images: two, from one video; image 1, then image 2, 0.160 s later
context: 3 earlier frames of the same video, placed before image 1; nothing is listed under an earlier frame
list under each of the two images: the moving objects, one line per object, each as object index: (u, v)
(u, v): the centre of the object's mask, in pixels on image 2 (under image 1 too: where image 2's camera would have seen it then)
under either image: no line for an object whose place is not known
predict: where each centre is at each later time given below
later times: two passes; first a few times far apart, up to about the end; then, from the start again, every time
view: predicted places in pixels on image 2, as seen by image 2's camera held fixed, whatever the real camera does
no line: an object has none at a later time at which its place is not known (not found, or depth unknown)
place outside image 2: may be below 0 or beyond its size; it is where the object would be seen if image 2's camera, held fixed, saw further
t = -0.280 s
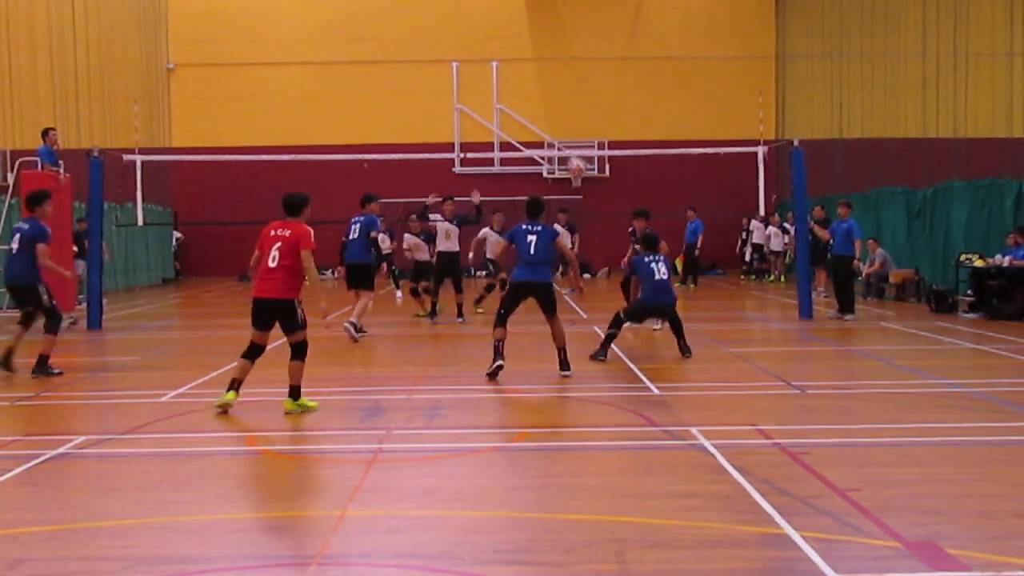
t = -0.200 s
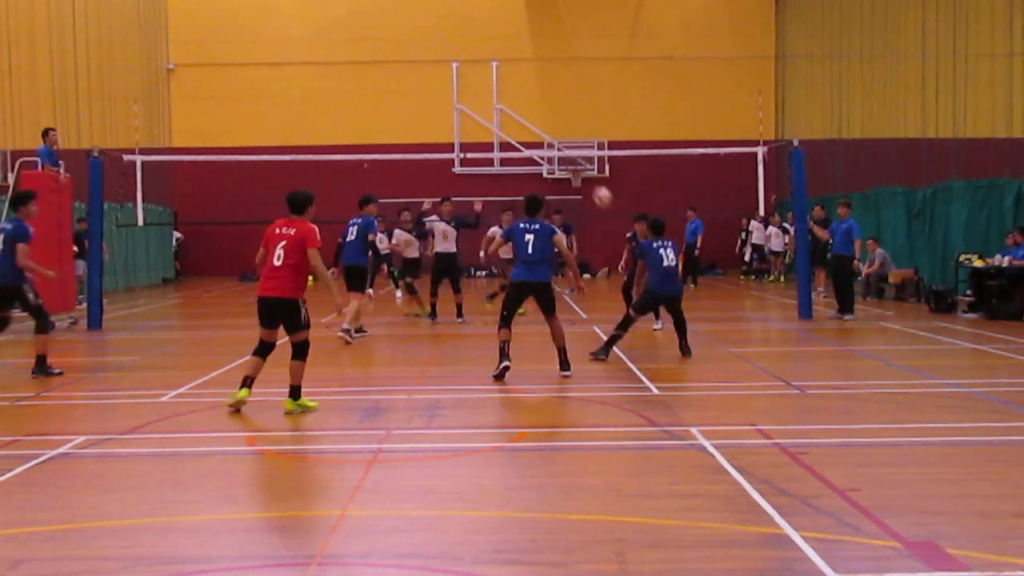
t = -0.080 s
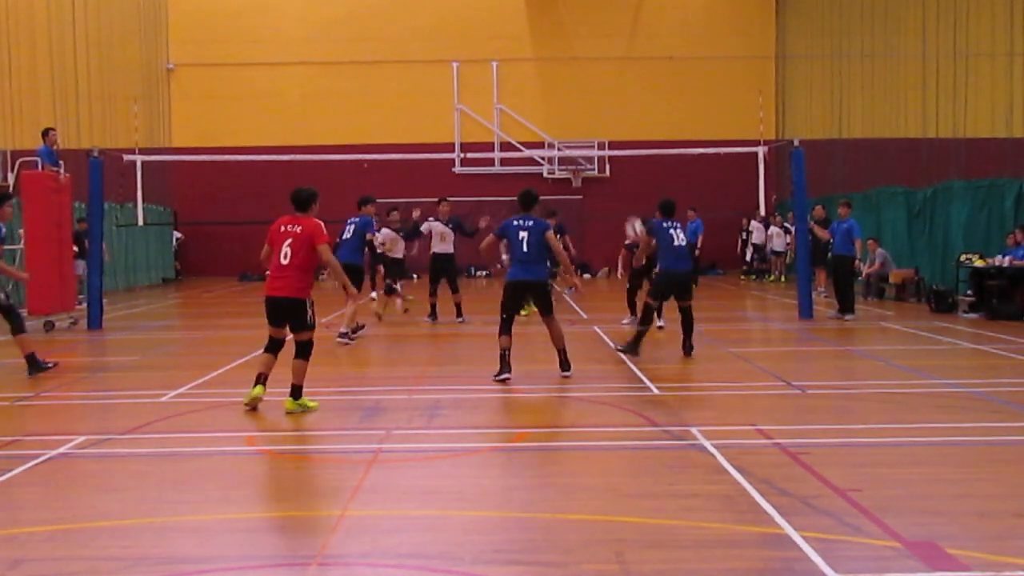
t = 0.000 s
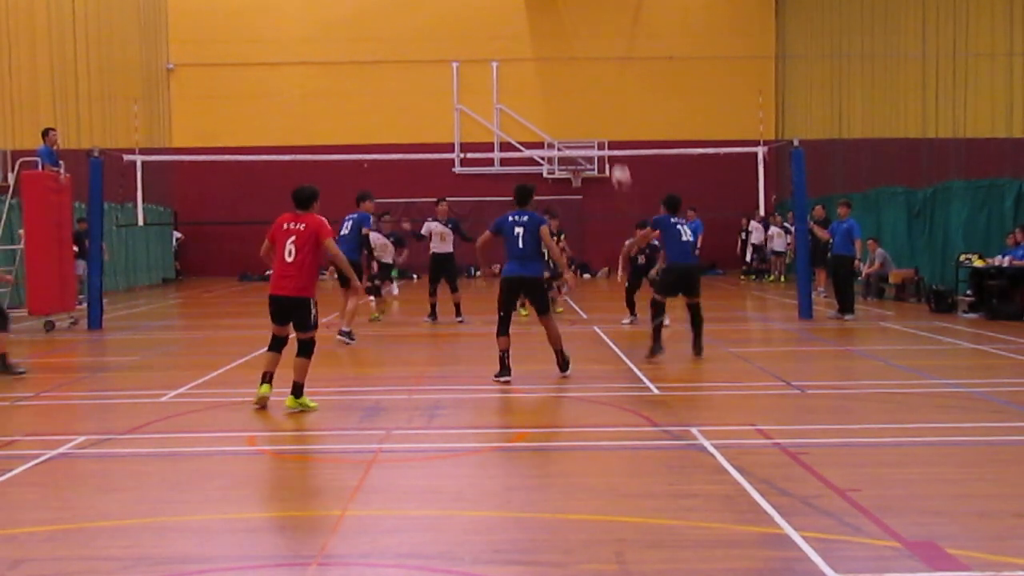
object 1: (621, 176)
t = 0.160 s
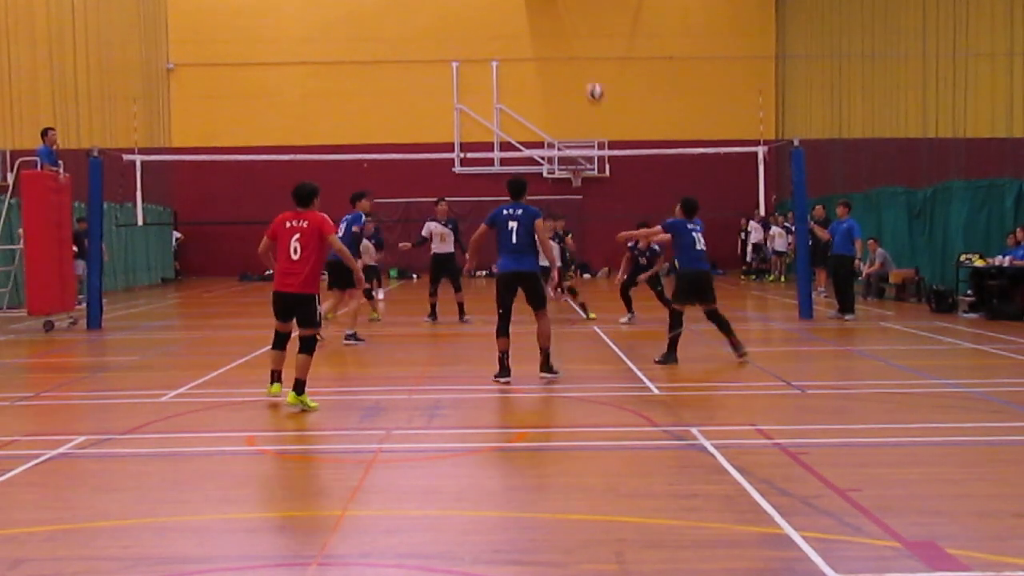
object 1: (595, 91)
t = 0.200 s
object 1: (589, 77)
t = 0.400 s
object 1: (559, 21)
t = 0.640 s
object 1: (527, 6)
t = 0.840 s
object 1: (503, 25)
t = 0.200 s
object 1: (589, 77)
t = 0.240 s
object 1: (582, 63)
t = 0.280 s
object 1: (576, 50)
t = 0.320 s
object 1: (570, 39)
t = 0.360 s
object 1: (565, 30)
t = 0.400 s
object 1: (559, 21)
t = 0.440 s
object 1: (553, 16)
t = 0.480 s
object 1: (547, 10)
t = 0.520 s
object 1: (543, 7)
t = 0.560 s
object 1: (538, 6)
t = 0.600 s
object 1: (532, 5)
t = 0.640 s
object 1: (527, 6)
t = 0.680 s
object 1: (522, 7)
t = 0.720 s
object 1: (518, 9)
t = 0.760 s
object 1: (513, 13)
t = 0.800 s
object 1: (508, 18)
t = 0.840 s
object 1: (503, 25)
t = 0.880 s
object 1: (499, 32)
